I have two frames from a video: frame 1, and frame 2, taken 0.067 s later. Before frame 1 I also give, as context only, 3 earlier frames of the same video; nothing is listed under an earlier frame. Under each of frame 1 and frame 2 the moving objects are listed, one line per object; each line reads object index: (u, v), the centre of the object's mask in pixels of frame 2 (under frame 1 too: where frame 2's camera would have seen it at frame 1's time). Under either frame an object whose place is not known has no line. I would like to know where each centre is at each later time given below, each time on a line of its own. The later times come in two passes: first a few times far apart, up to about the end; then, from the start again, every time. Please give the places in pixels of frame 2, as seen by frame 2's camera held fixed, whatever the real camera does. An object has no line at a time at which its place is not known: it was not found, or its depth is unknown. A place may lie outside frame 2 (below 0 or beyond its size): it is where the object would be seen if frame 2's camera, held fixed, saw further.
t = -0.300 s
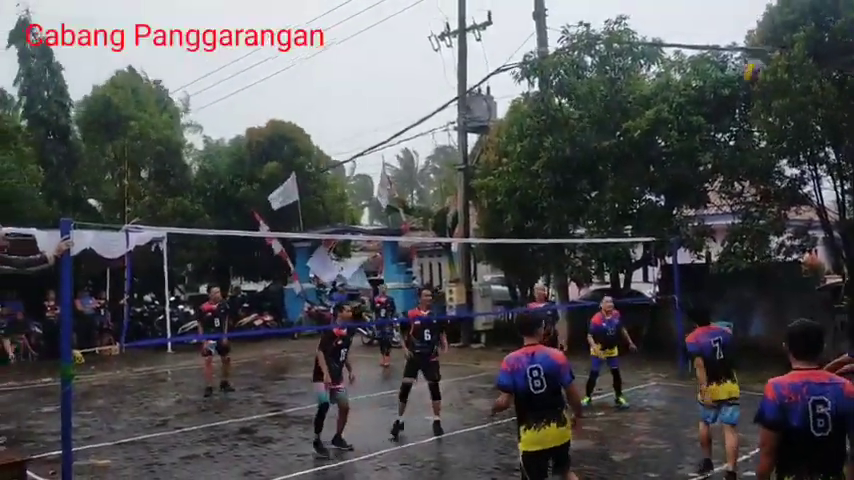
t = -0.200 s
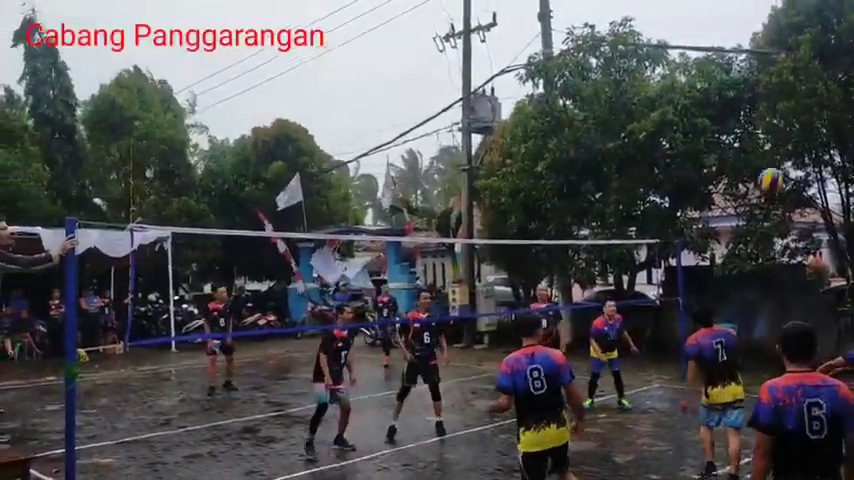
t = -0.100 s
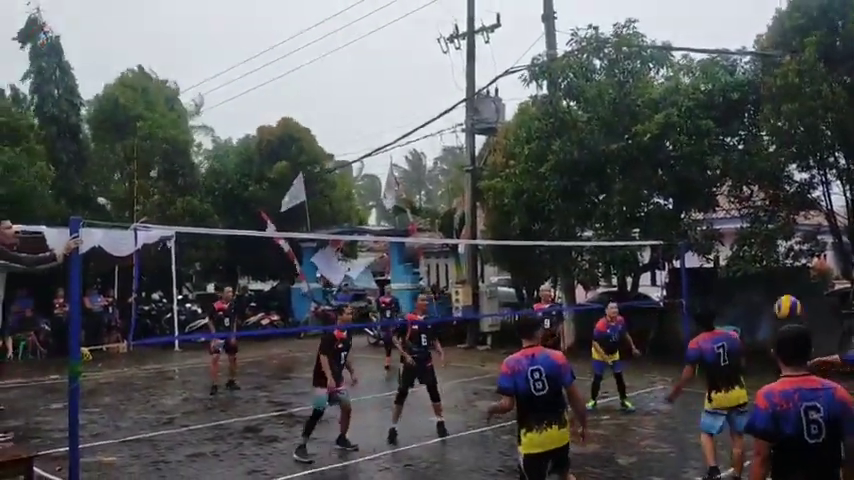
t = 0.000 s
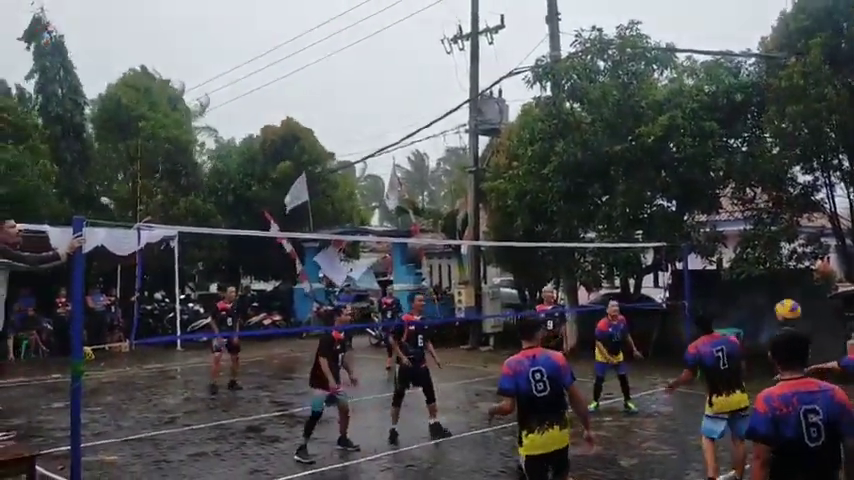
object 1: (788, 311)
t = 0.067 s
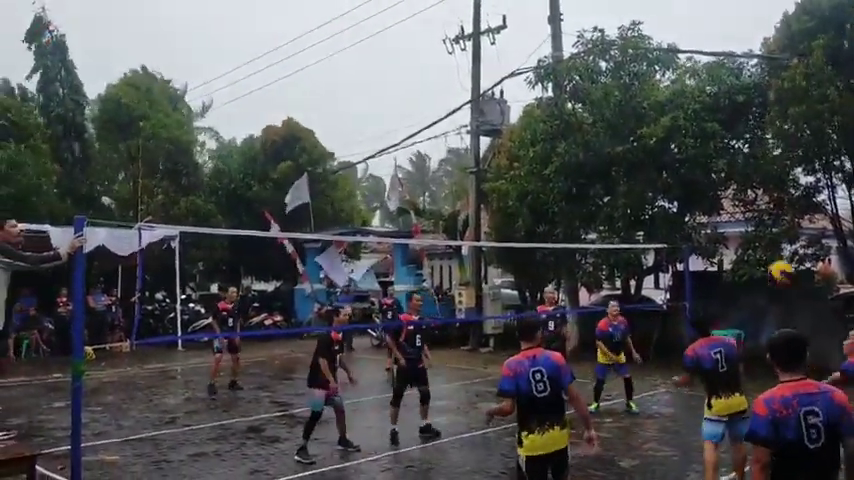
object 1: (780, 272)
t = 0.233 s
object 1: (758, 186)
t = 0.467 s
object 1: (736, 141)
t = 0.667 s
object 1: (720, 146)
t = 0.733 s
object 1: (714, 162)
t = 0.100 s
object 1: (774, 238)
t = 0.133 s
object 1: (770, 221)
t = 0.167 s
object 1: (767, 207)
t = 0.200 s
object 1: (762, 194)
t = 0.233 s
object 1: (758, 186)
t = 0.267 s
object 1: (755, 176)
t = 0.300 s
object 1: (752, 168)
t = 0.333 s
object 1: (749, 160)
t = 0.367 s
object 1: (745, 153)
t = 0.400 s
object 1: (743, 147)
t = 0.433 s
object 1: (739, 144)
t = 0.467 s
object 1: (736, 141)
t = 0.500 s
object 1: (734, 140)
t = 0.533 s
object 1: (732, 139)
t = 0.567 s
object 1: (729, 139)
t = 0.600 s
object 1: (725, 142)
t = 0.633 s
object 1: (721, 144)
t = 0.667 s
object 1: (720, 146)
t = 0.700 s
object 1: (716, 152)
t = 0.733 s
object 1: (714, 162)
